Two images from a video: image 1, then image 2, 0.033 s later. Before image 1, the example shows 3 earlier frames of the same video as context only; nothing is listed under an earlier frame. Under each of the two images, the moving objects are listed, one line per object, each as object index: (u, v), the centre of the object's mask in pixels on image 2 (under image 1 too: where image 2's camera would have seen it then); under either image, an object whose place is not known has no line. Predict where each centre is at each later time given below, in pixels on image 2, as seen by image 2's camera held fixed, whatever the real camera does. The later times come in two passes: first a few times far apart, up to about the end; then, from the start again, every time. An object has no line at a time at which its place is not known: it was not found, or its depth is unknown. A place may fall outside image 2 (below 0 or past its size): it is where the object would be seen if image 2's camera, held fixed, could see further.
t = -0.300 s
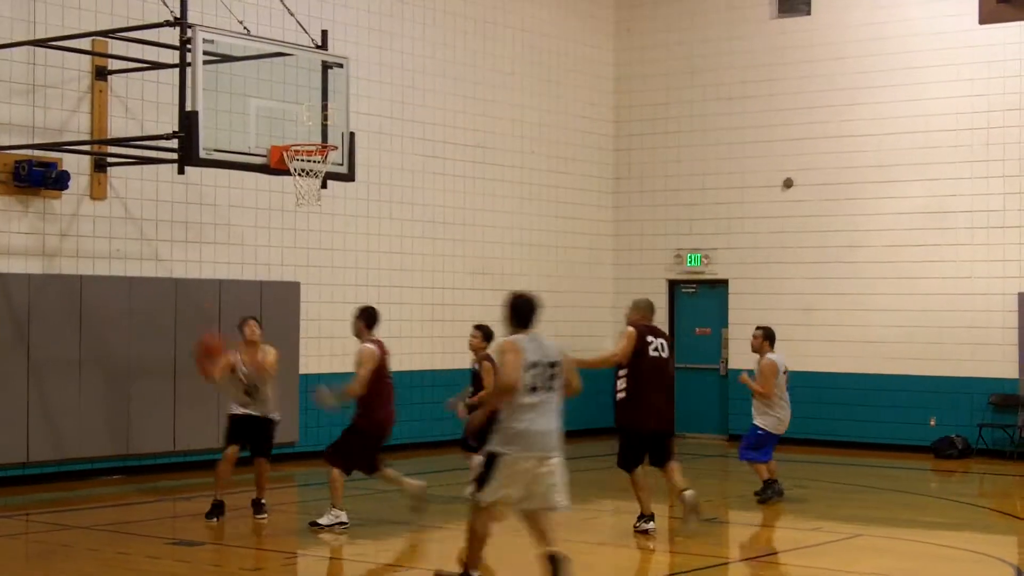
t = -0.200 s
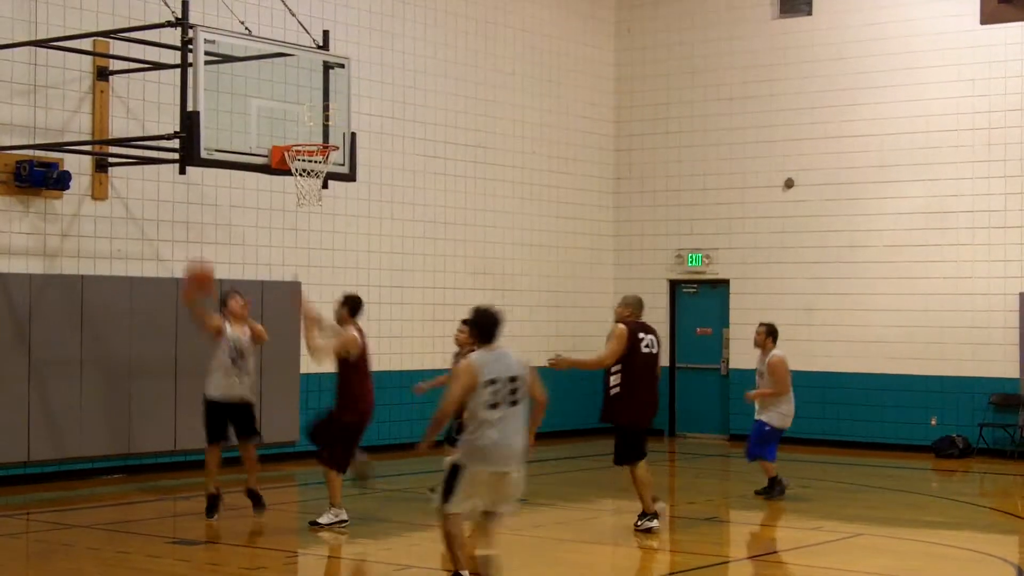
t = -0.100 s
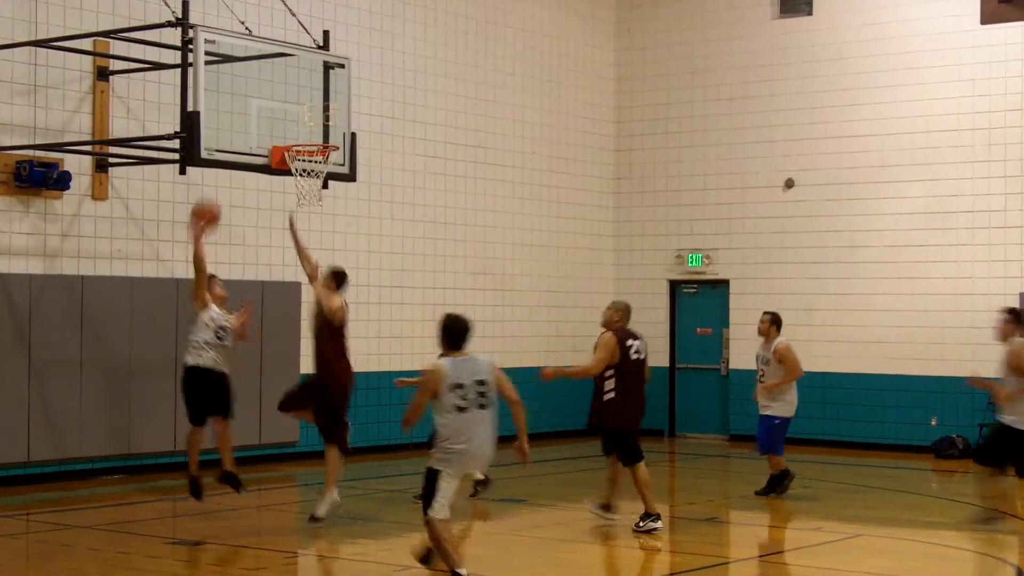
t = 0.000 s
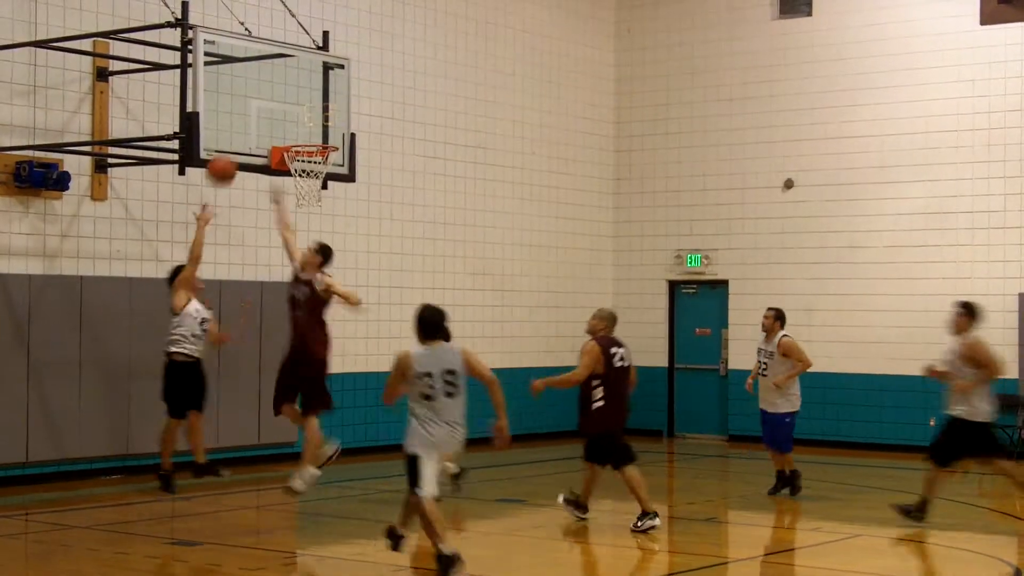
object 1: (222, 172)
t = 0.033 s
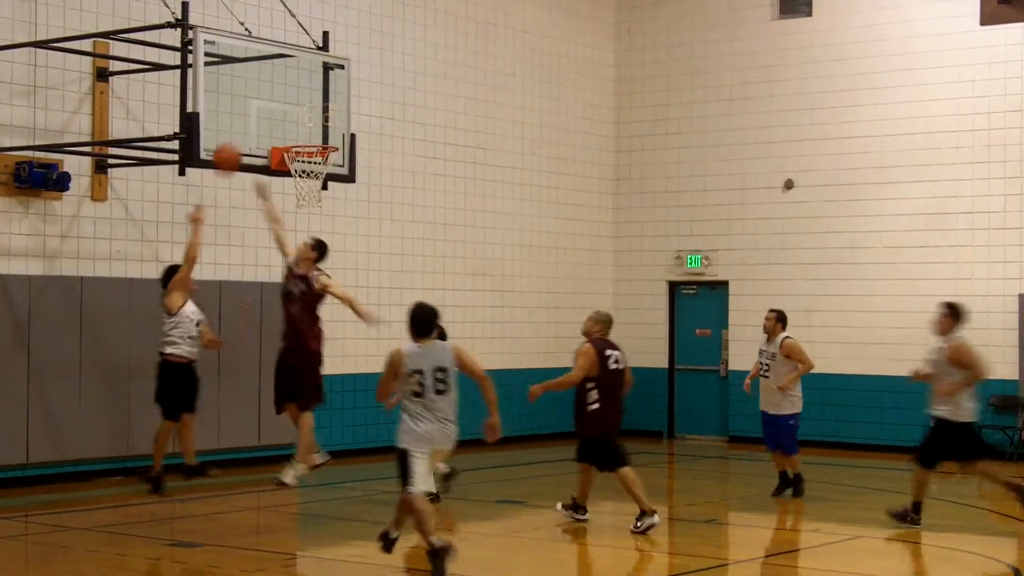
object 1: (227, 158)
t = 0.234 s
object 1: (260, 113)
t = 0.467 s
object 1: (296, 121)
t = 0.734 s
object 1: (327, 183)
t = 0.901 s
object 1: (329, 225)
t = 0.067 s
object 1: (233, 148)
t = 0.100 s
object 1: (239, 138)
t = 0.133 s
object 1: (244, 129)
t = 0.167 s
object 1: (249, 123)
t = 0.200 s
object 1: (254, 118)
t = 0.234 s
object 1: (260, 113)
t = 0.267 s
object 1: (265, 111)
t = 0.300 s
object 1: (271, 109)
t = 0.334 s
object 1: (276, 109)
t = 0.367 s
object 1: (281, 110)
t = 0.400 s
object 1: (286, 112)
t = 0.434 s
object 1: (291, 116)
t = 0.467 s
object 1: (296, 121)
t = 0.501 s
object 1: (301, 127)
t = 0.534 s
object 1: (306, 133)
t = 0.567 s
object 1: (311, 138)
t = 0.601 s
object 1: (316, 153)
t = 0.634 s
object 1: (322, 164)
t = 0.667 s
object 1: (326, 174)
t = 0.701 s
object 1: (327, 179)
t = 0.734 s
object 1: (327, 183)
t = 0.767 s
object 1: (327, 189)
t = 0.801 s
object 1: (327, 195)
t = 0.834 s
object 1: (328, 204)
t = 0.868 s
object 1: (328, 214)
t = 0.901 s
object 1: (329, 225)
